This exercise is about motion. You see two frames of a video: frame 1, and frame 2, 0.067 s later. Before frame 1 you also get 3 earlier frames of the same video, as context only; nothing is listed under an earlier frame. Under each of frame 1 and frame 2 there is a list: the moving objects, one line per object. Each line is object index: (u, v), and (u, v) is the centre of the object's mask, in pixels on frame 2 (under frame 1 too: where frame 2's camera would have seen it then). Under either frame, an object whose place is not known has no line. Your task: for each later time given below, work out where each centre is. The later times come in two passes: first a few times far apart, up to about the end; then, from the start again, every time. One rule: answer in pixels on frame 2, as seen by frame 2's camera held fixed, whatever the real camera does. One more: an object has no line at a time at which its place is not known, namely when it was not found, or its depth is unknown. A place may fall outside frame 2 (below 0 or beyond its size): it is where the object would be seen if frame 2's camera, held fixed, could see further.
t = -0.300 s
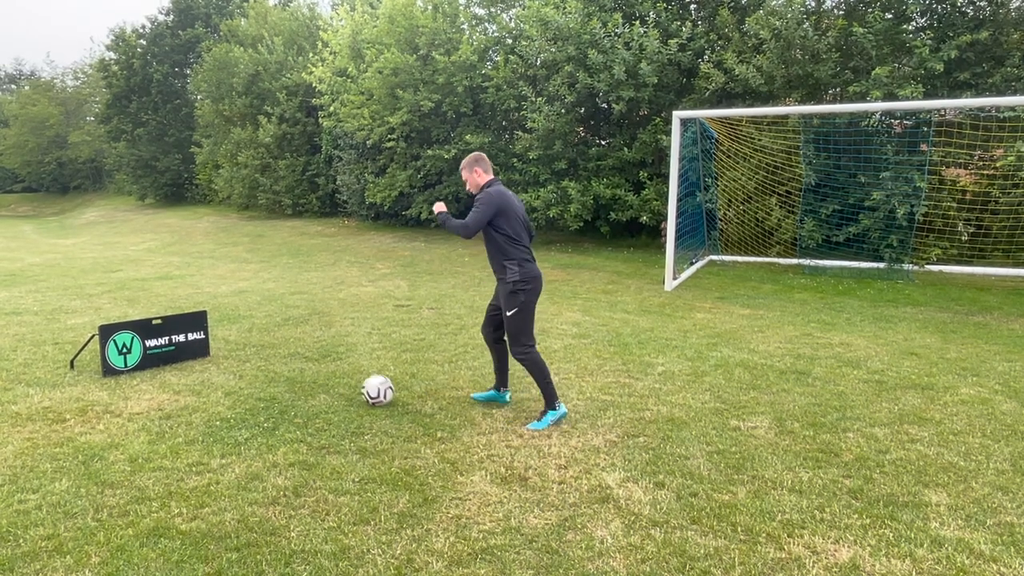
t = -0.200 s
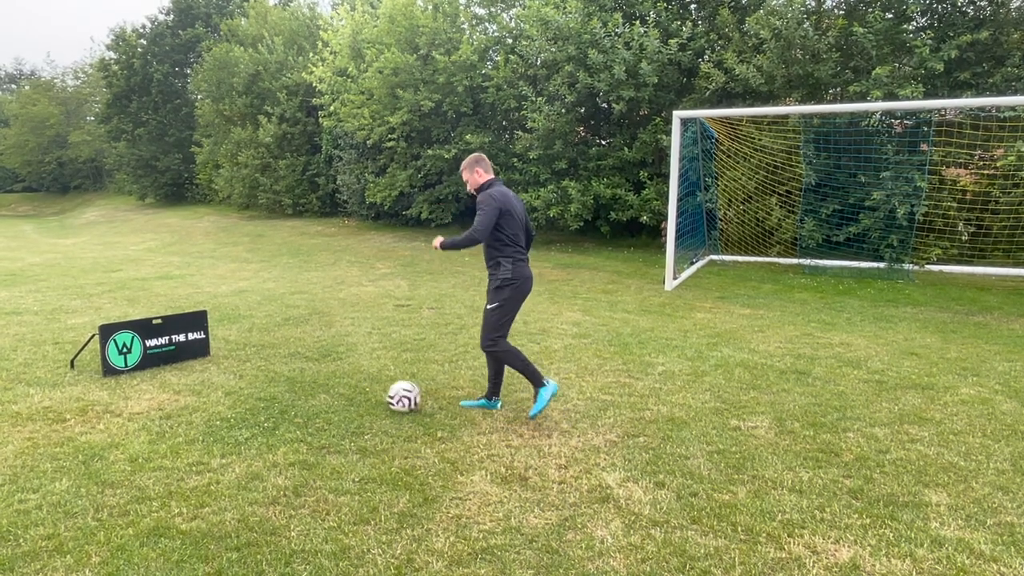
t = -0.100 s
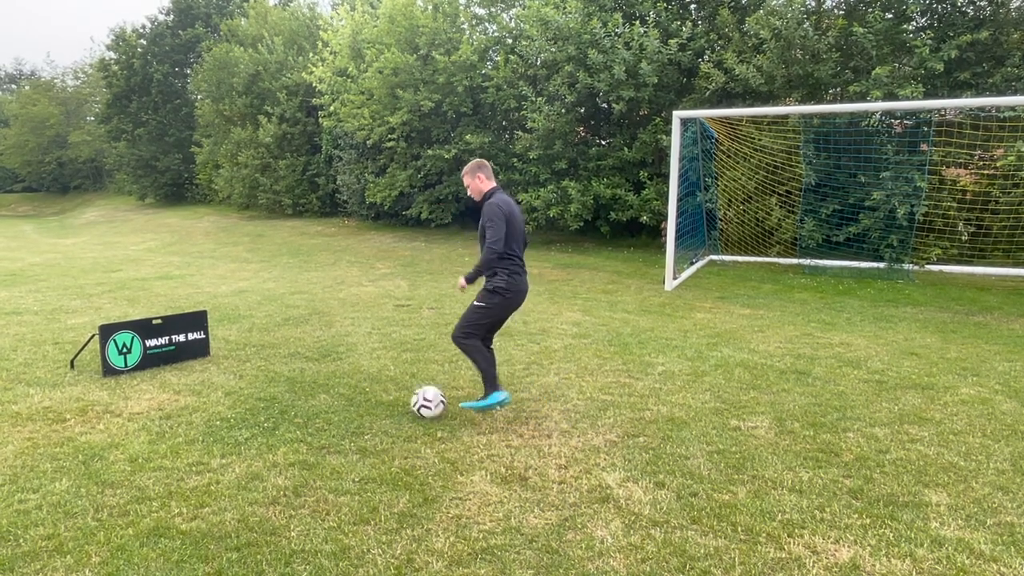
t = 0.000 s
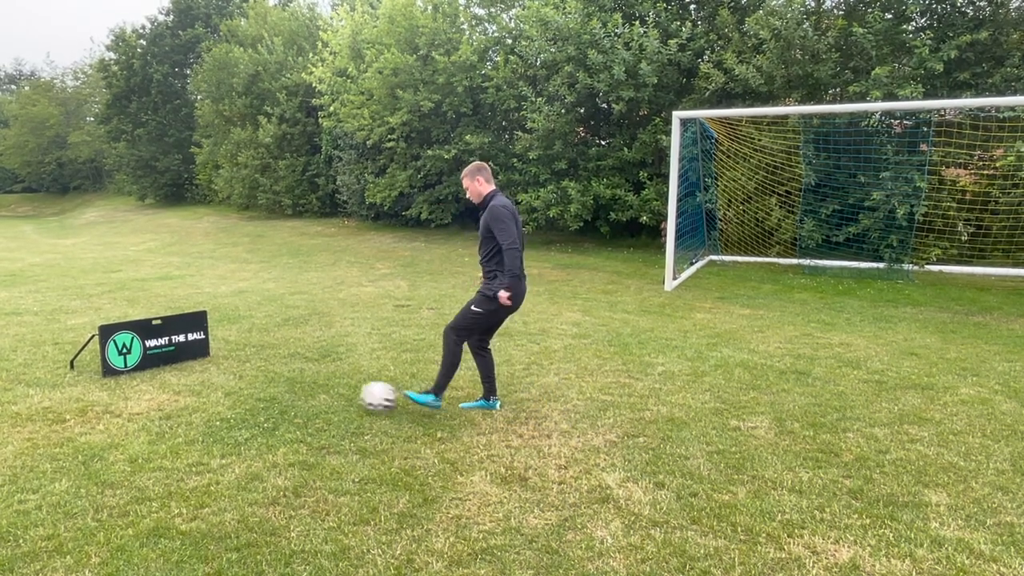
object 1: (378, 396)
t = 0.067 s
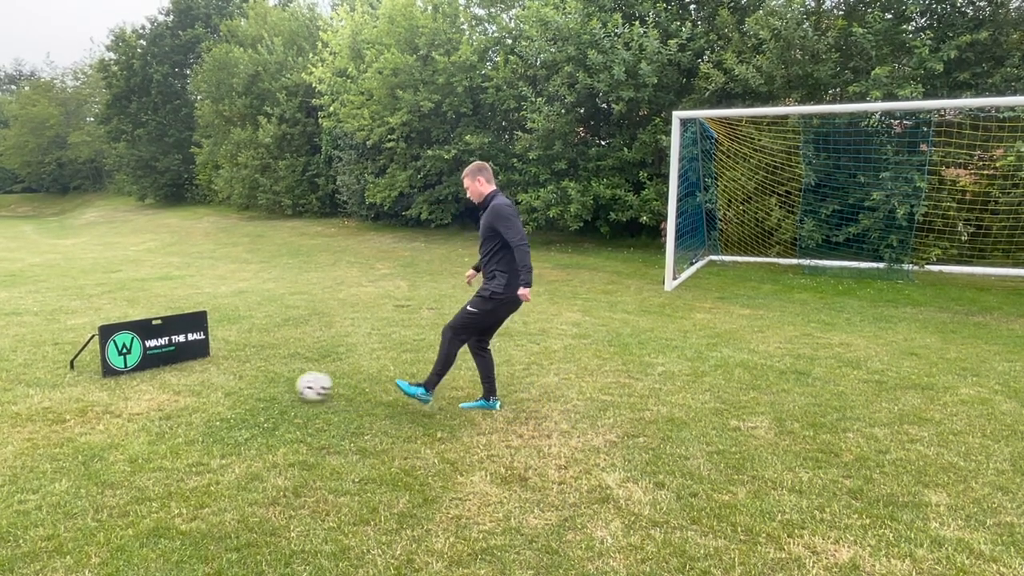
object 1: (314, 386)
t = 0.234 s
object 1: (188, 369)
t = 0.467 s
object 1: (161, 364)
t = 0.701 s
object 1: (208, 396)
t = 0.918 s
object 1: (237, 415)
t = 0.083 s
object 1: (299, 385)
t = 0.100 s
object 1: (285, 383)
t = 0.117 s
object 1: (271, 381)
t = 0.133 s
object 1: (257, 380)
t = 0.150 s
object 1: (245, 378)
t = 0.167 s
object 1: (233, 376)
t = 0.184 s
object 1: (221, 374)
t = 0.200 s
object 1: (210, 372)
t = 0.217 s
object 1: (199, 371)
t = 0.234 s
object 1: (188, 369)
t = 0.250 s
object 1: (178, 368)
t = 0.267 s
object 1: (167, 366)
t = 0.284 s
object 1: (158, 365)
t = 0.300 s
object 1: (149, 365)
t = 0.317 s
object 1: (140, 363)
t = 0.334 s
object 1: (138, 362)
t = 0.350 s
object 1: (140, 361)
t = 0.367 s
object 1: (143, 360)
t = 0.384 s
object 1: (146, 360)
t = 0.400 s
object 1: (149, 361)
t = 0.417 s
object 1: (152, 361)
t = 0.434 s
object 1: (155, 361)
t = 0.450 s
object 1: (158, 363)
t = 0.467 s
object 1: (161, 364)
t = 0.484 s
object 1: (165, 366)
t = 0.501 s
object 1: (168, 368)
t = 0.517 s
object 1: (172, 371)
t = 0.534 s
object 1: (175, 374)
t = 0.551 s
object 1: (179, 378)
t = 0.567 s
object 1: (182, 382)
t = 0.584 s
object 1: (187, 386)
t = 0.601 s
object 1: (190, 389)
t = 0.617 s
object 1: (193, 390)
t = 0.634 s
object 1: (195, 391)
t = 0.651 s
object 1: (199, 392)
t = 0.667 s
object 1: (202, 393)
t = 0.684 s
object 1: (204, 394)
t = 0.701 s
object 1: (208, 396)
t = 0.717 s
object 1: (211, 398)
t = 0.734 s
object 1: (214, 400)
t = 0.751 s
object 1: (217, 403)
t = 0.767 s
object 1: (219, 405)
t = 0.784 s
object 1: (221, 406)
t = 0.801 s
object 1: (223, 406)
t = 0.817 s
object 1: (225, 406)
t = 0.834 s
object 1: (227, 407)
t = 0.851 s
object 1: (229, 408)
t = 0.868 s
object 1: (231, 409)
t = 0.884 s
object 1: (233, 411)
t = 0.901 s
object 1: (235, 413)
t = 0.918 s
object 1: (237, 415)
